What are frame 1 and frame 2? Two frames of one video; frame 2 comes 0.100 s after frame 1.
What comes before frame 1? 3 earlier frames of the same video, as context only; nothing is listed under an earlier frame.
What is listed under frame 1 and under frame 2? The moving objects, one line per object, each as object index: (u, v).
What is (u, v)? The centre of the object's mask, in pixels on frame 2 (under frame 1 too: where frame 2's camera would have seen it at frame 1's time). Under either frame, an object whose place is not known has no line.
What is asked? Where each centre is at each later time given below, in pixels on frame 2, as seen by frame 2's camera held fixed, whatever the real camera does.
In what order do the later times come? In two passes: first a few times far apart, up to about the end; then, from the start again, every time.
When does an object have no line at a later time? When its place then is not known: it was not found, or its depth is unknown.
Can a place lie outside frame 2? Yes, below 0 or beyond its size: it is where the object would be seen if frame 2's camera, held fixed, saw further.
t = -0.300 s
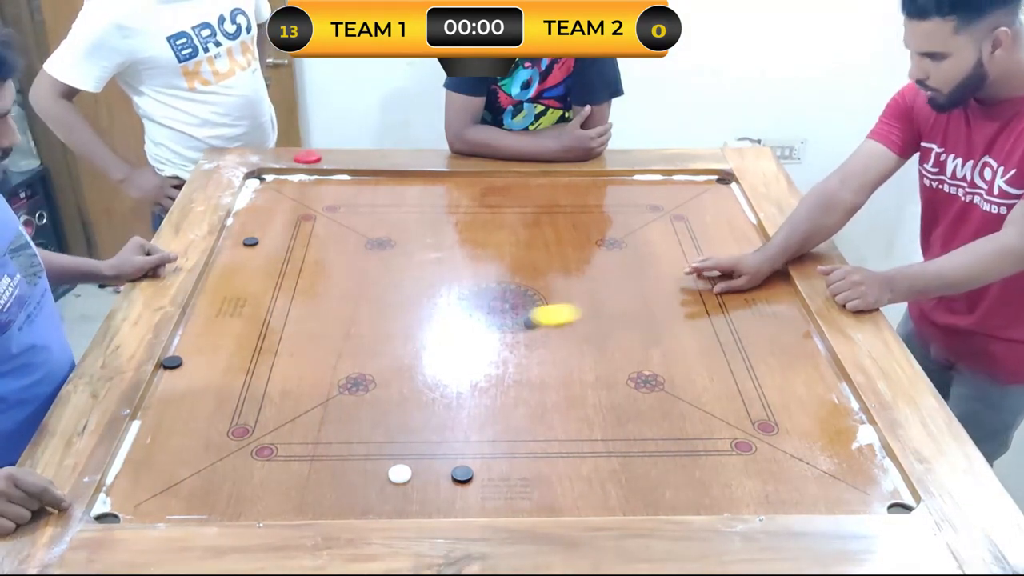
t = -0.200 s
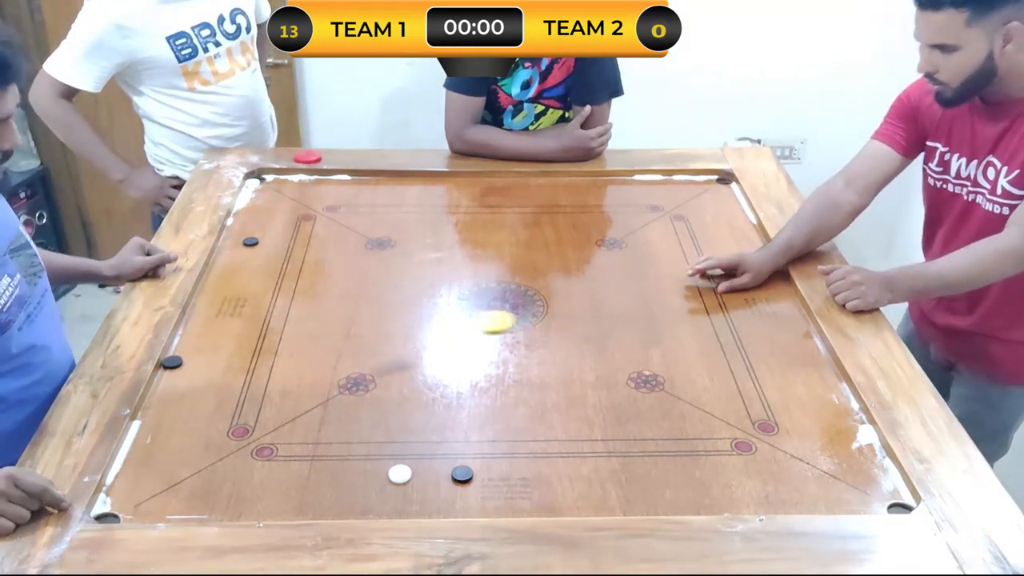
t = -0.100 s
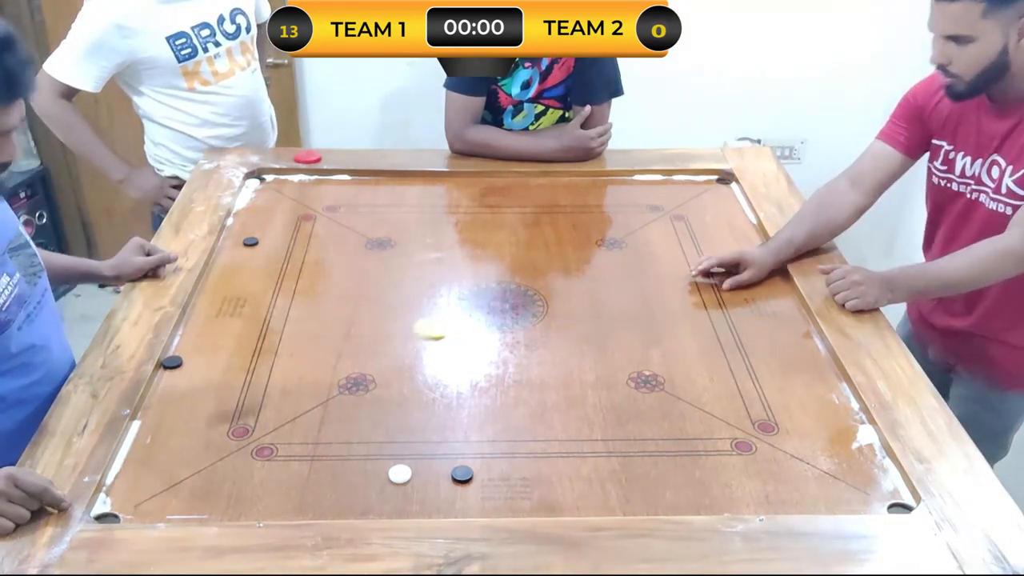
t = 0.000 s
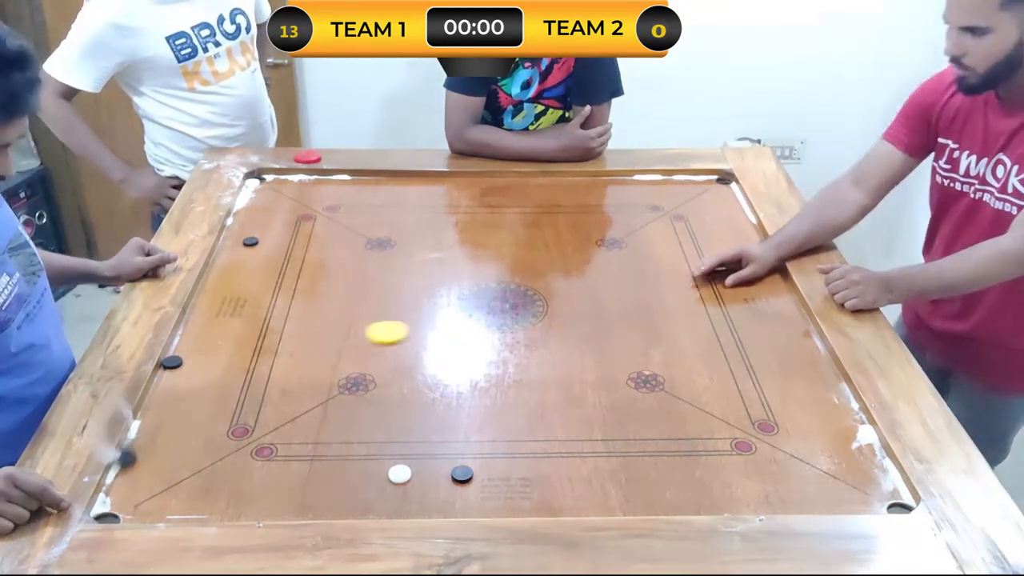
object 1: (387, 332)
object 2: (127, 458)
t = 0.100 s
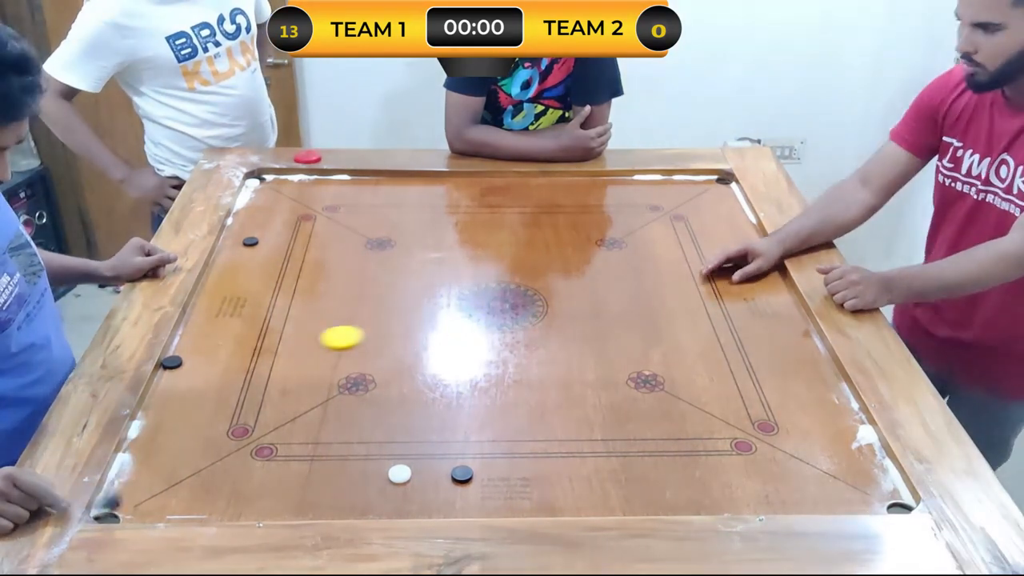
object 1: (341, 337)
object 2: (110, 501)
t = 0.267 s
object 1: (277, 344)
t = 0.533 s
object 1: (206, 351)
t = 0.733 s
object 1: (197, 352)
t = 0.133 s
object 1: (328, 339)
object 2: (107, 515)
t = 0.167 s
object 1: (314, 340)
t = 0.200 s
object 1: (301, 341)
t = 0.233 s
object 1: (289, 343)
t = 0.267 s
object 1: (277, 344)
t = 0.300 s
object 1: (266, 345)
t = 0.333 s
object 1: (255, 346)
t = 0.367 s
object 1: (245, 347)
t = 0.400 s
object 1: (235, 348)
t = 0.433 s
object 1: (227, 349)
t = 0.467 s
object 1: (219, 350)
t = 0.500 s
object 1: (213, 351)
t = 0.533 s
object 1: (206, 351)
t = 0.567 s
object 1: (201, 352)
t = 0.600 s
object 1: (198, 352)
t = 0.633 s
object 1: (197, 352)
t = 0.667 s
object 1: (197, 352)
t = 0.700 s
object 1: (197, 352)
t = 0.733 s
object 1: (197, 352)
